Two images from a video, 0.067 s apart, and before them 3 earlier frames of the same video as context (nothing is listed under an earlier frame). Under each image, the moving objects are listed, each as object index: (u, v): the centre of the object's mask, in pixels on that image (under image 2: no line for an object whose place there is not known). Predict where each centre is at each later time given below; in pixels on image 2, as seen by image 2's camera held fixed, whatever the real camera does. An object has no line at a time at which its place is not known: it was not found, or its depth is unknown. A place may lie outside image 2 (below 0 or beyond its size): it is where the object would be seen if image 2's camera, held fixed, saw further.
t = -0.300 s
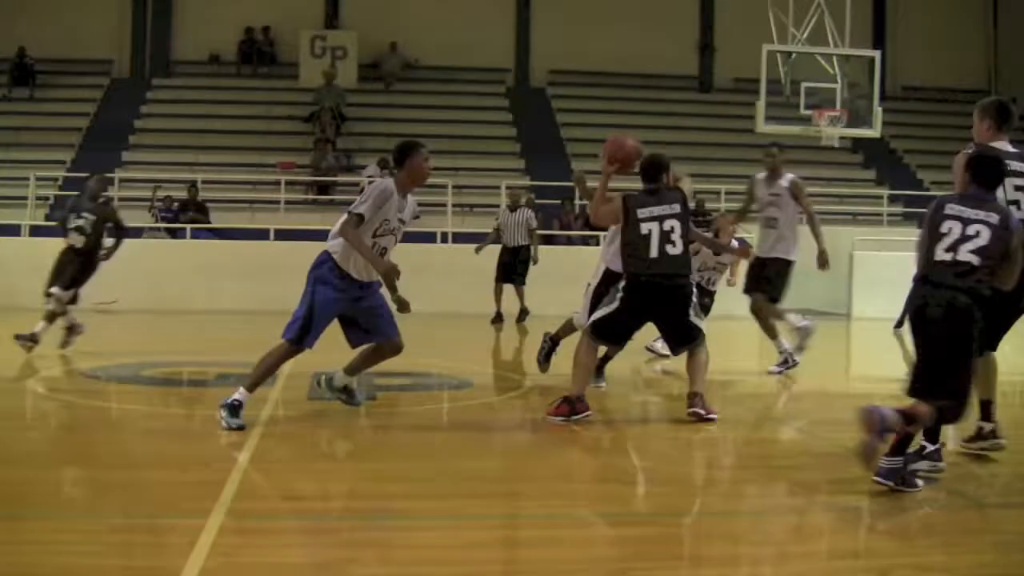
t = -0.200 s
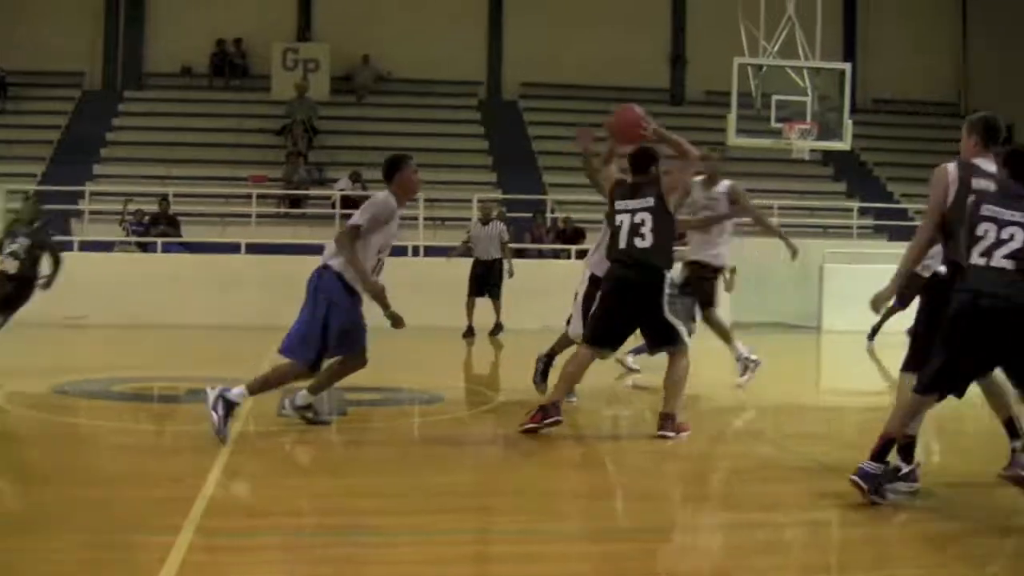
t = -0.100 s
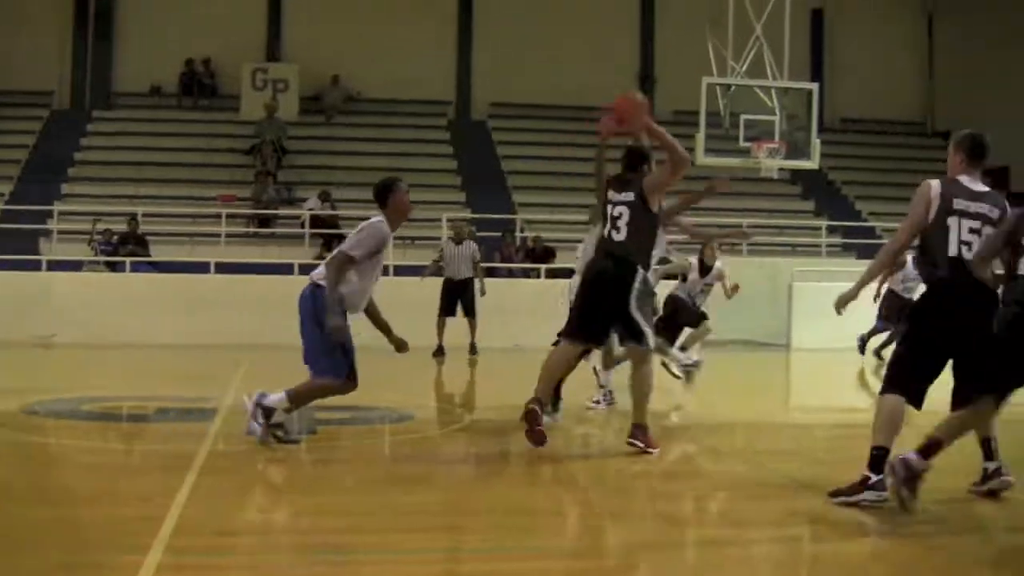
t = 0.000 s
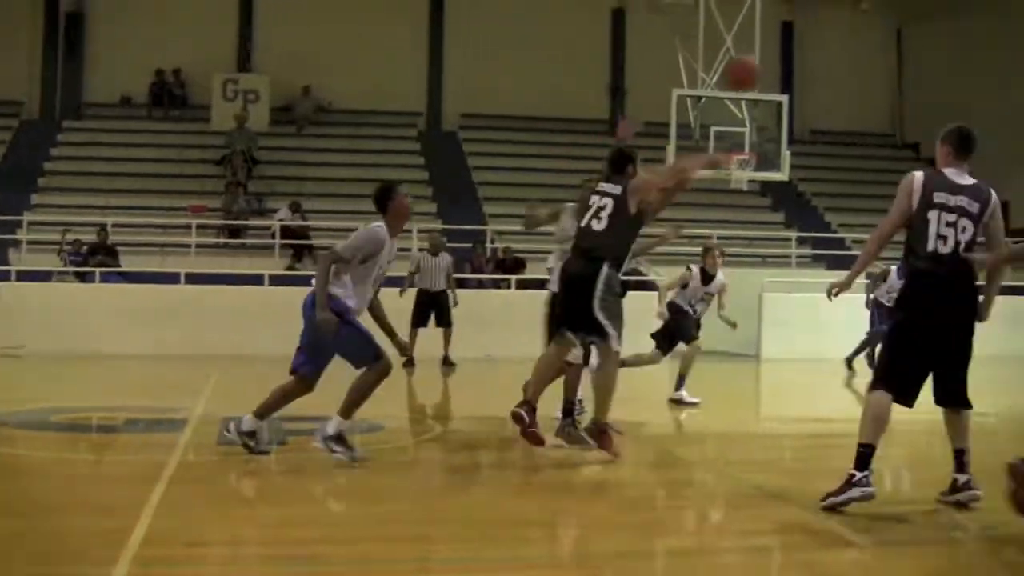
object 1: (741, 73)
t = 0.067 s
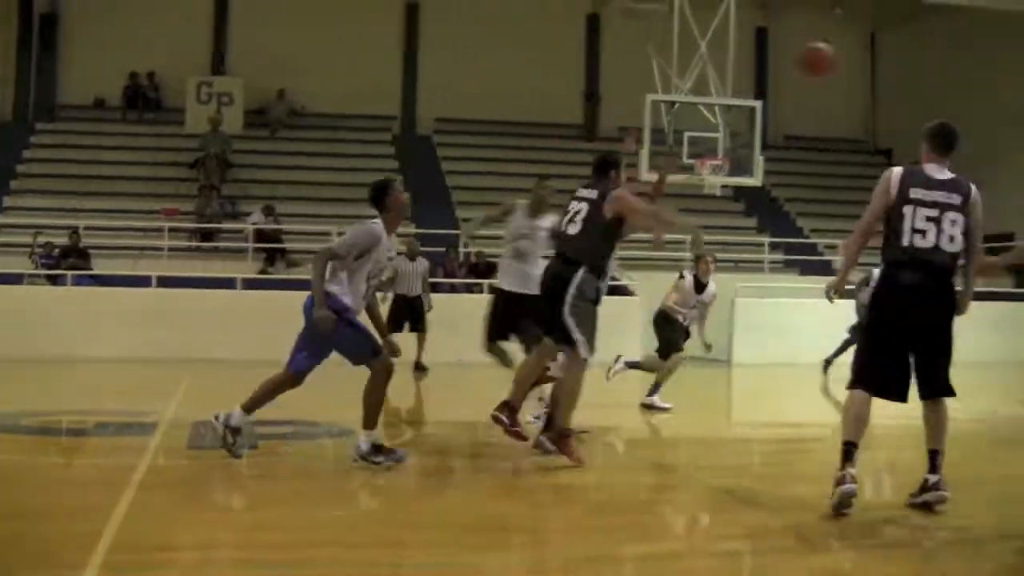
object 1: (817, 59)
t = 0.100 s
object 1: (857, 54)
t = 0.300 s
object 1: (1071, 53)
